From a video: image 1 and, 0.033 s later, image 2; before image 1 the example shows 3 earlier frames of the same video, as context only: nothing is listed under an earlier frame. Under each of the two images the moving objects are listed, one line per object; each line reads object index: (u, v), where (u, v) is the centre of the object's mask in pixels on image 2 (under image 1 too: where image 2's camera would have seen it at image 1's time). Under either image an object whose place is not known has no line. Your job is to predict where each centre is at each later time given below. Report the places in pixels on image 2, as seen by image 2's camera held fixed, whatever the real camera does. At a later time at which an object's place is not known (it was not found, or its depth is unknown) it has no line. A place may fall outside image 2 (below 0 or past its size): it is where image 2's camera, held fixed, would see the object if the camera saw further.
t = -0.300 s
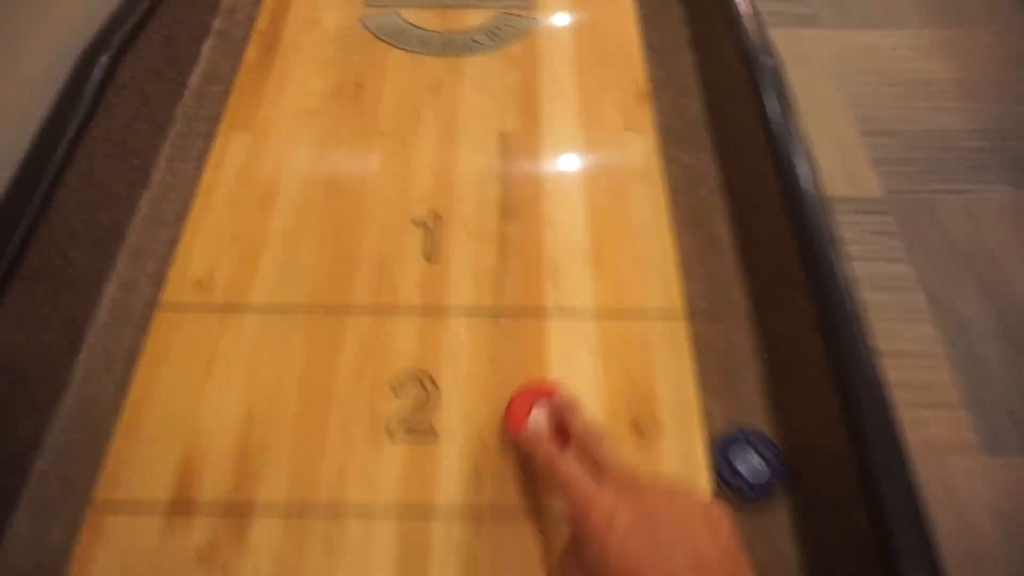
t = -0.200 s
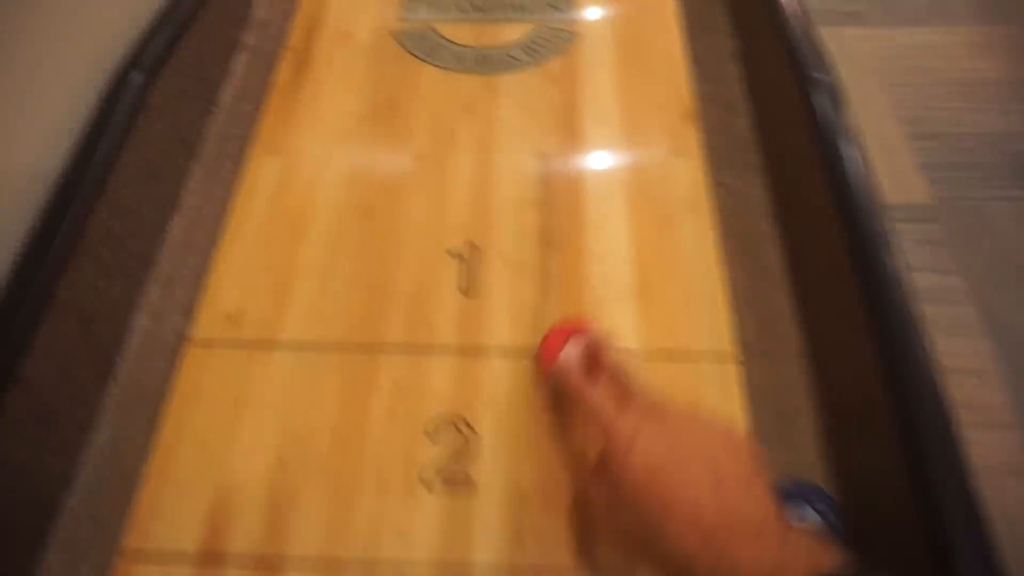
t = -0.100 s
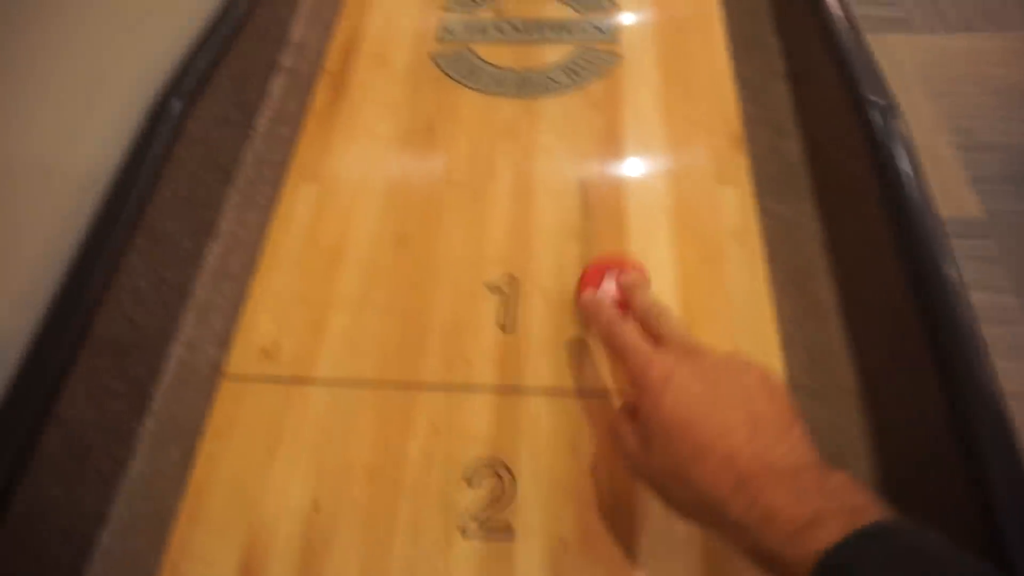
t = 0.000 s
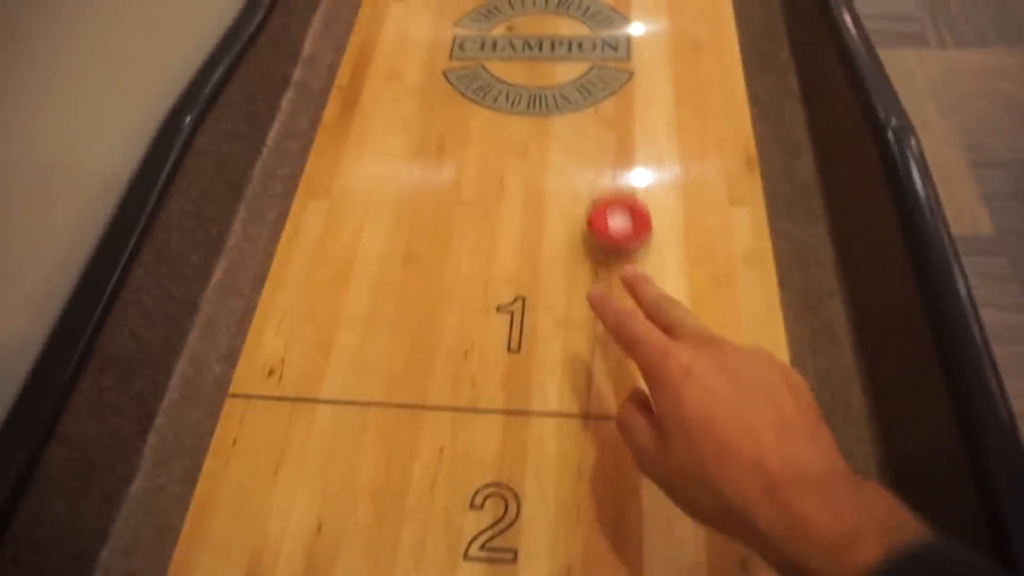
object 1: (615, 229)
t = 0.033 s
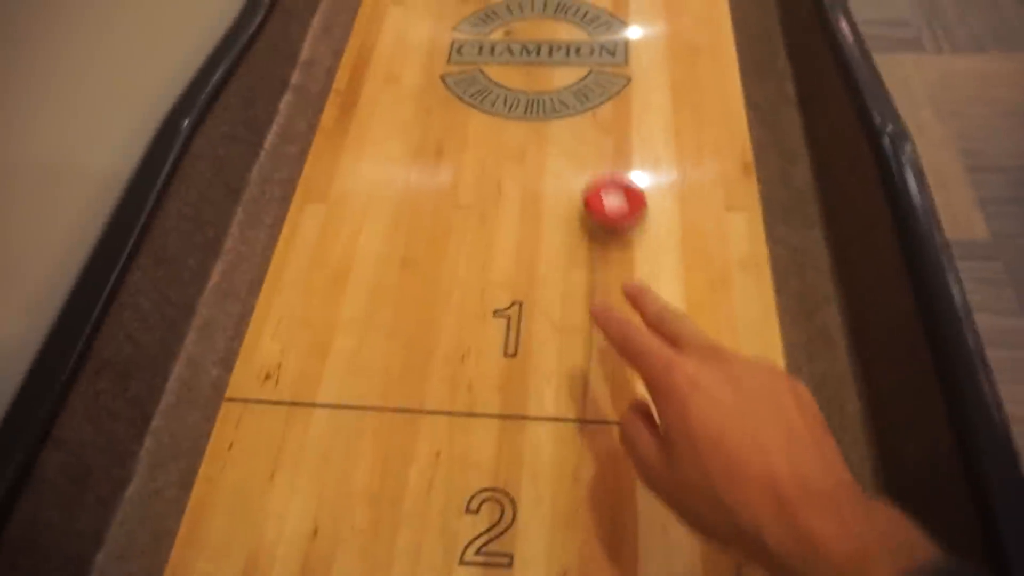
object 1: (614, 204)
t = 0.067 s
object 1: (612, 180)
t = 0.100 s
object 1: (611, 159)
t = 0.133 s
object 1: (610, 138)
